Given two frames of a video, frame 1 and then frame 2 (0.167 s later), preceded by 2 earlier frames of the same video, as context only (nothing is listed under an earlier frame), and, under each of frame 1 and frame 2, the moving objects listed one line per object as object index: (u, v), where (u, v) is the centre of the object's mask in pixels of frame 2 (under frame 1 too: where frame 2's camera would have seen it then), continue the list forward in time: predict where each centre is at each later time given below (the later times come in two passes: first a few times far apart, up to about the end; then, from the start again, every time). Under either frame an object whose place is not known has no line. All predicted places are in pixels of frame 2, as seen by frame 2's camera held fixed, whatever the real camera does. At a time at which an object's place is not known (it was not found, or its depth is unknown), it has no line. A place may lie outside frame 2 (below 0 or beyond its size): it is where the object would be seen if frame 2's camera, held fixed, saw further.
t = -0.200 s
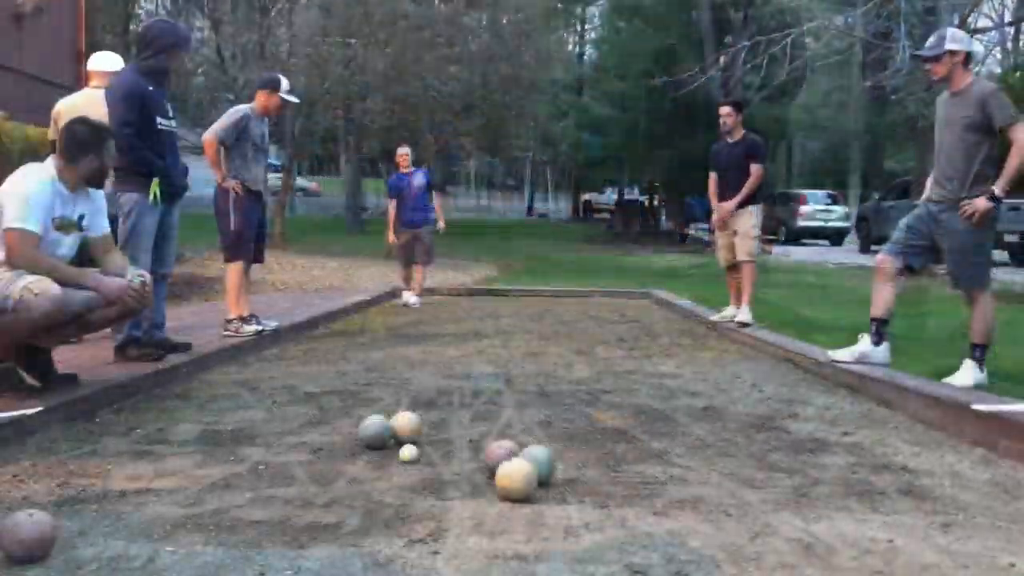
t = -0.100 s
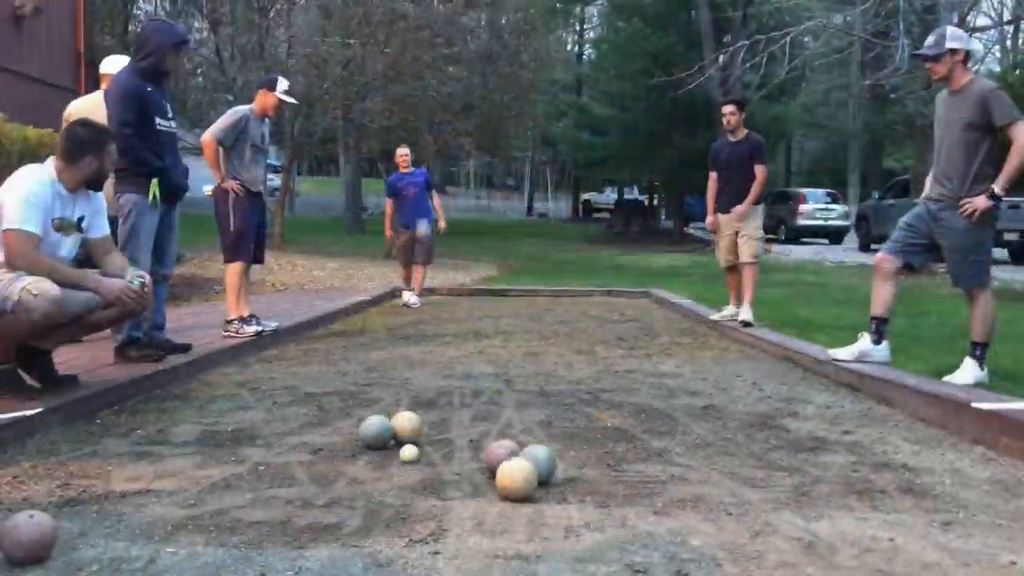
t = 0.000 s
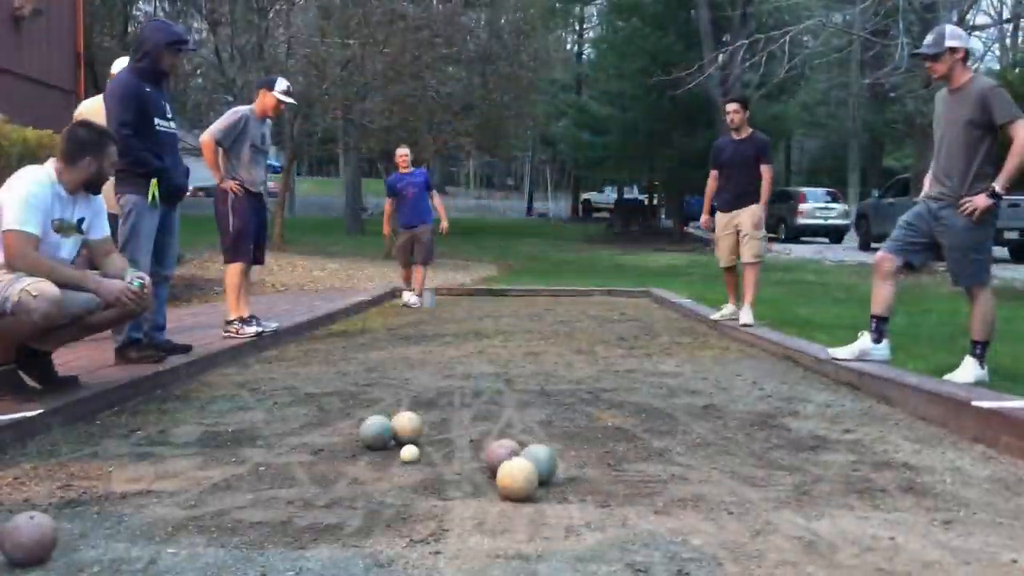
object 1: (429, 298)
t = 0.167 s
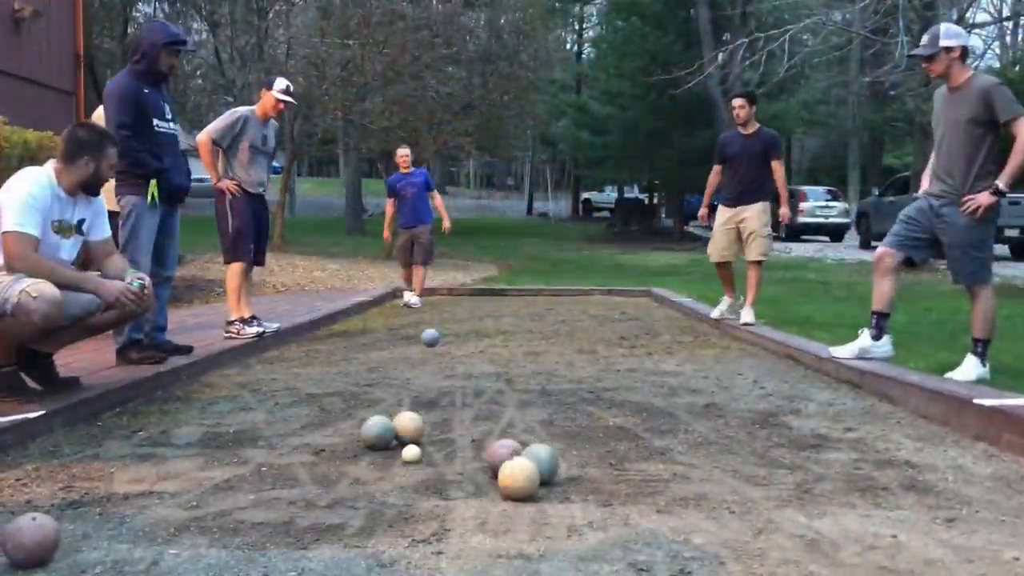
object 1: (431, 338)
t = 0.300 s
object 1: (427, 355)
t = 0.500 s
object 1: (423, 368)
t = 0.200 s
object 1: (430, 338)
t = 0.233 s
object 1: (429, 341)
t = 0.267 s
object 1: (428, 347)
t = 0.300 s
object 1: (427, 355)
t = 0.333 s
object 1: (426, 357)
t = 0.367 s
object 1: (426, 358)
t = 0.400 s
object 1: (425, 360)
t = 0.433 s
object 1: (425, 364)
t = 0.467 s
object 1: (424, 366)
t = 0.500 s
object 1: (423, 368)
